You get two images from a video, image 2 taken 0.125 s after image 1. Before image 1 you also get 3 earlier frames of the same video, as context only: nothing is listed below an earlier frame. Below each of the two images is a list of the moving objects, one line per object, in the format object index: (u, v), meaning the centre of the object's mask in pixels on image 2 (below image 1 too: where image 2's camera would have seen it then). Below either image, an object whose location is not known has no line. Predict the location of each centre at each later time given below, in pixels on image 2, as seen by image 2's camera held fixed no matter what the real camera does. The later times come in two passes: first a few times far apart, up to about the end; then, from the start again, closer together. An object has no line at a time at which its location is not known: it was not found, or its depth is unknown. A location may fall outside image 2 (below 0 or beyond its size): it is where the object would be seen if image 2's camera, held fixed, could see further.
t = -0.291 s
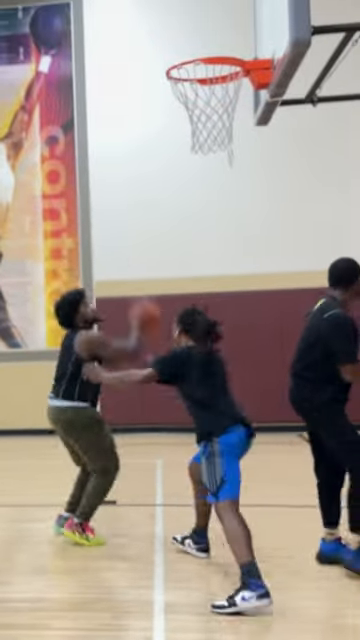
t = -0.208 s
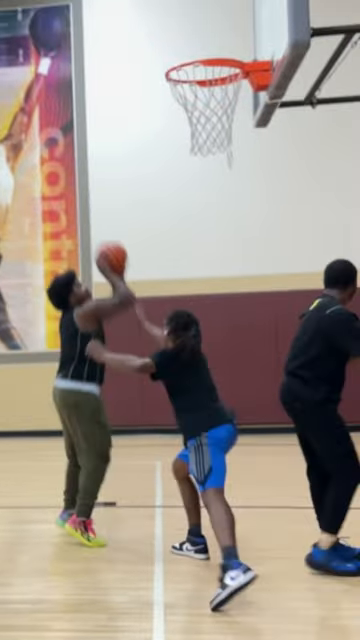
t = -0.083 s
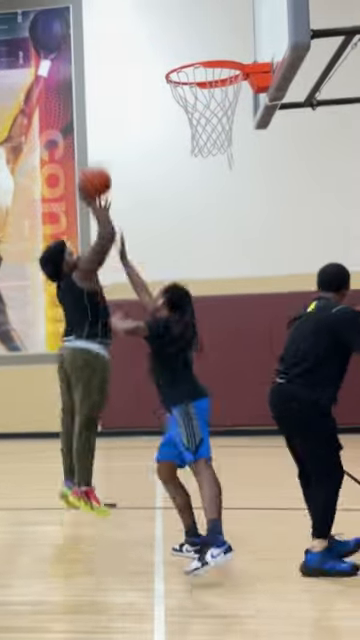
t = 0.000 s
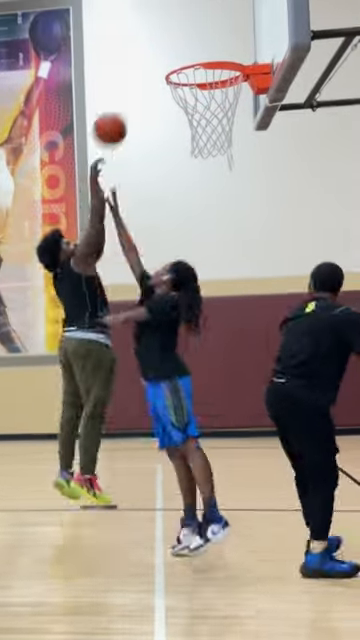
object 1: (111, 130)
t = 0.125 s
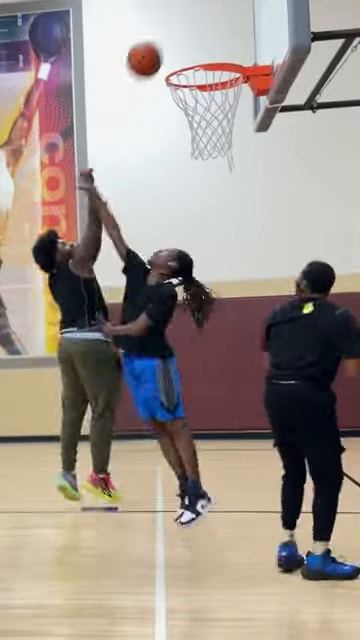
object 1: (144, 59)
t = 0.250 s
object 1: (181, 10)
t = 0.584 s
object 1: (219, 1)
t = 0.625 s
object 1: (209, 10)
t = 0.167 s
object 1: (156, 40)
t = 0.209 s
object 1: (168, 22)
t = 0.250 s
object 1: (181, 10)
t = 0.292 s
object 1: (194, 4)
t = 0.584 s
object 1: (219, 1)
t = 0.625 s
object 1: (209, 10)
